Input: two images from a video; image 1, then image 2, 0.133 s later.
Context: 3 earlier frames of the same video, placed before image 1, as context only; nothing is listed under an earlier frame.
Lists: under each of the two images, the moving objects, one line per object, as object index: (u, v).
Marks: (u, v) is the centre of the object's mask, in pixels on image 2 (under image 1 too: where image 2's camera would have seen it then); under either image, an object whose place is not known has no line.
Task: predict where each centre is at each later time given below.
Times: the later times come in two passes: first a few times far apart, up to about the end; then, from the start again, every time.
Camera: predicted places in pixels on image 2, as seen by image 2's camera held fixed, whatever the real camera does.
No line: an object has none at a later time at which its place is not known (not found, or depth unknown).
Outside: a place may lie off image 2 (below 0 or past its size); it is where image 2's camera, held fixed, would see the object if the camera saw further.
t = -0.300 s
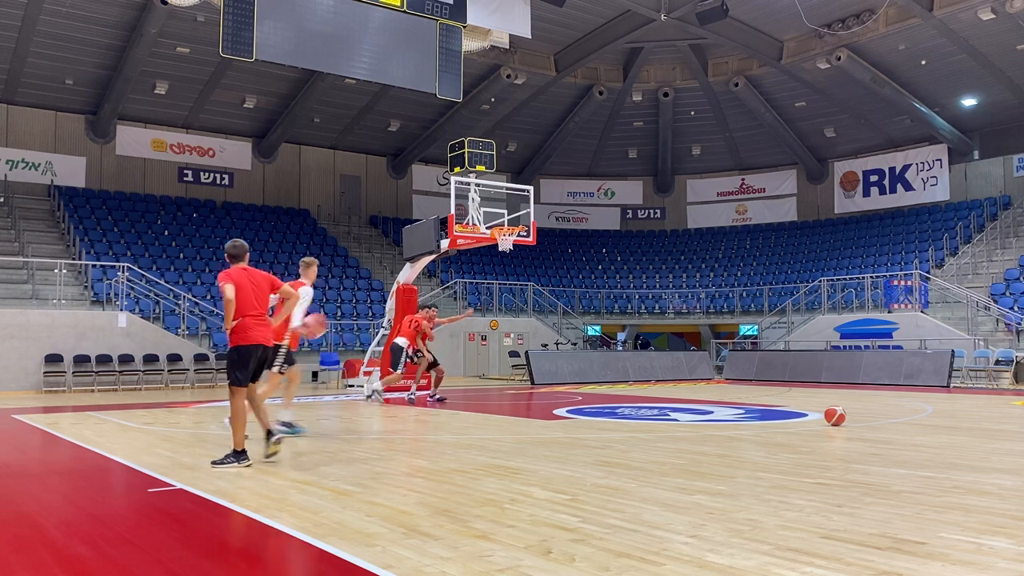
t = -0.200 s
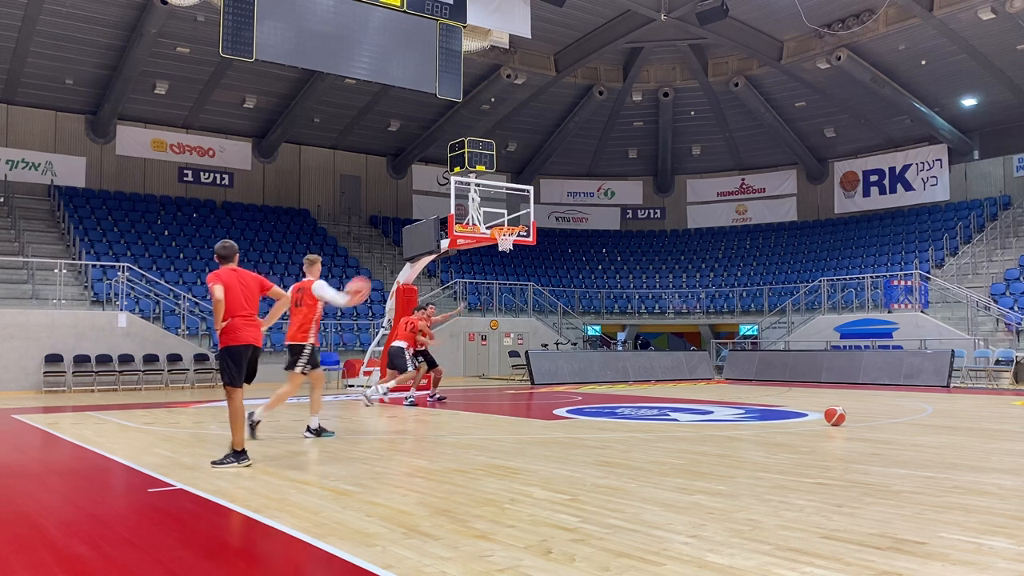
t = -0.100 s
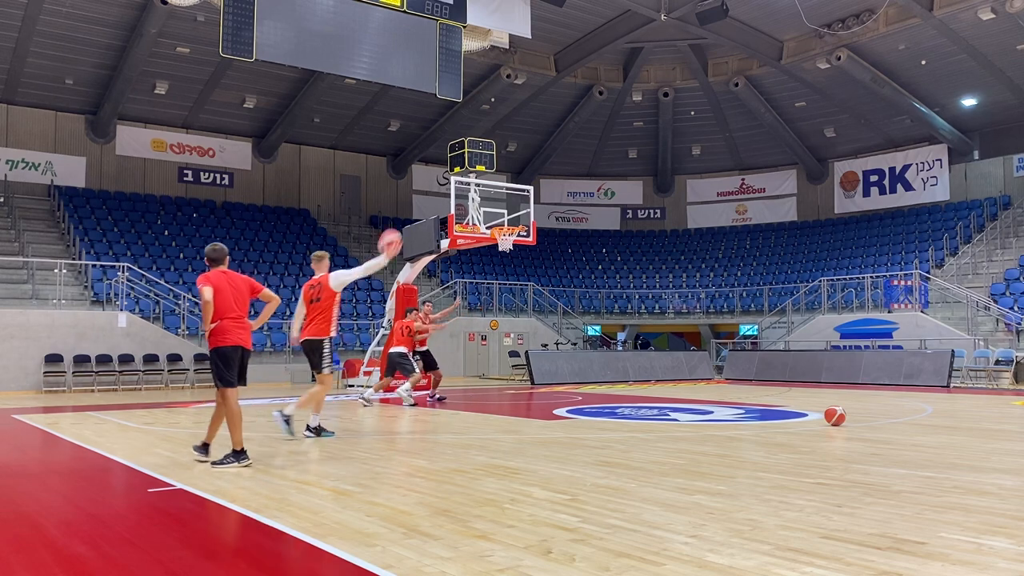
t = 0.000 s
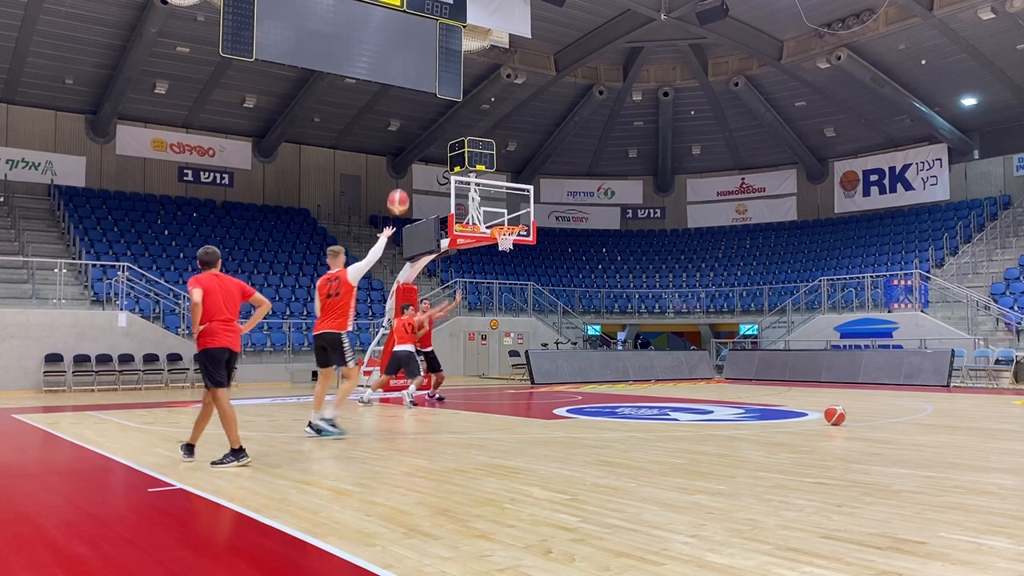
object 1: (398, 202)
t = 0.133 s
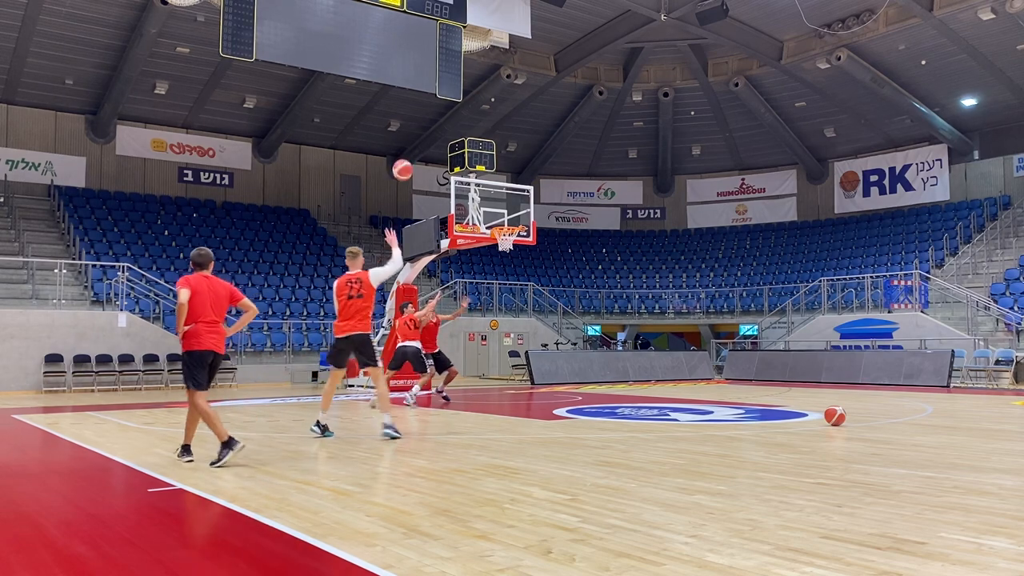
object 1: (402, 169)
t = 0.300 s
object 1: (407, 153)
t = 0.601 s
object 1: (416, 172)
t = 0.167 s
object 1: (403, 165)
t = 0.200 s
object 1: (404, 160)
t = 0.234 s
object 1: (405, 157)
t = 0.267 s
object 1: (406, 155)
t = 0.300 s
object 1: (407, 153)
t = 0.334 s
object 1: (409, 153)
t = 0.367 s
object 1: (410, 153)
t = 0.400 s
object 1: (410, 154)
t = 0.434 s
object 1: (412, 155)
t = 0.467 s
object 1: (412, 157)
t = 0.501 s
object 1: (413, 160)
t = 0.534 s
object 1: (414, 163)
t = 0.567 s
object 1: (416, 168)
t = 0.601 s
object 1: (416, 172)
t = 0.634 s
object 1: (417, 177)
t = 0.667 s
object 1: (419, 183)
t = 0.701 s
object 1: (419, 189)
